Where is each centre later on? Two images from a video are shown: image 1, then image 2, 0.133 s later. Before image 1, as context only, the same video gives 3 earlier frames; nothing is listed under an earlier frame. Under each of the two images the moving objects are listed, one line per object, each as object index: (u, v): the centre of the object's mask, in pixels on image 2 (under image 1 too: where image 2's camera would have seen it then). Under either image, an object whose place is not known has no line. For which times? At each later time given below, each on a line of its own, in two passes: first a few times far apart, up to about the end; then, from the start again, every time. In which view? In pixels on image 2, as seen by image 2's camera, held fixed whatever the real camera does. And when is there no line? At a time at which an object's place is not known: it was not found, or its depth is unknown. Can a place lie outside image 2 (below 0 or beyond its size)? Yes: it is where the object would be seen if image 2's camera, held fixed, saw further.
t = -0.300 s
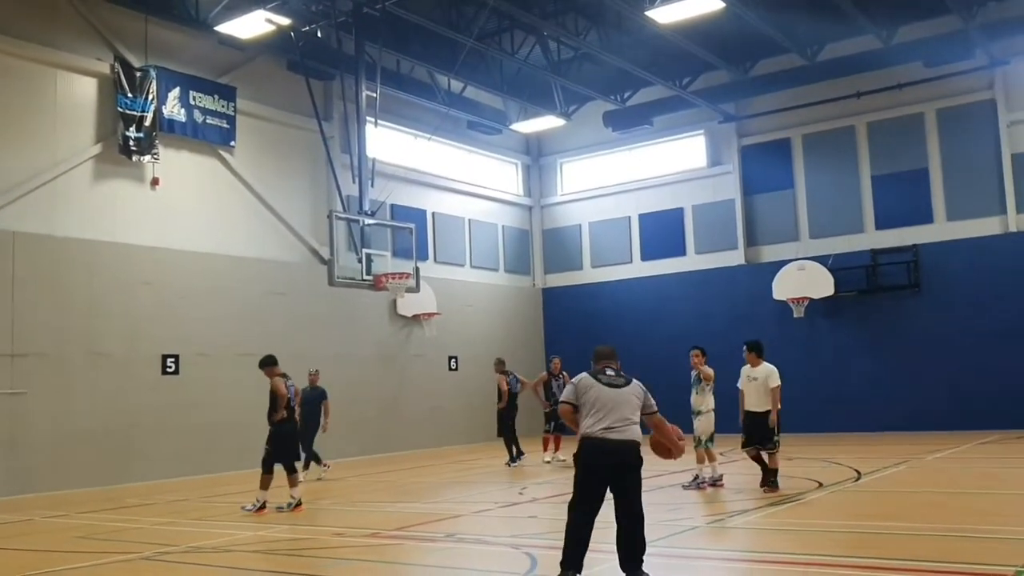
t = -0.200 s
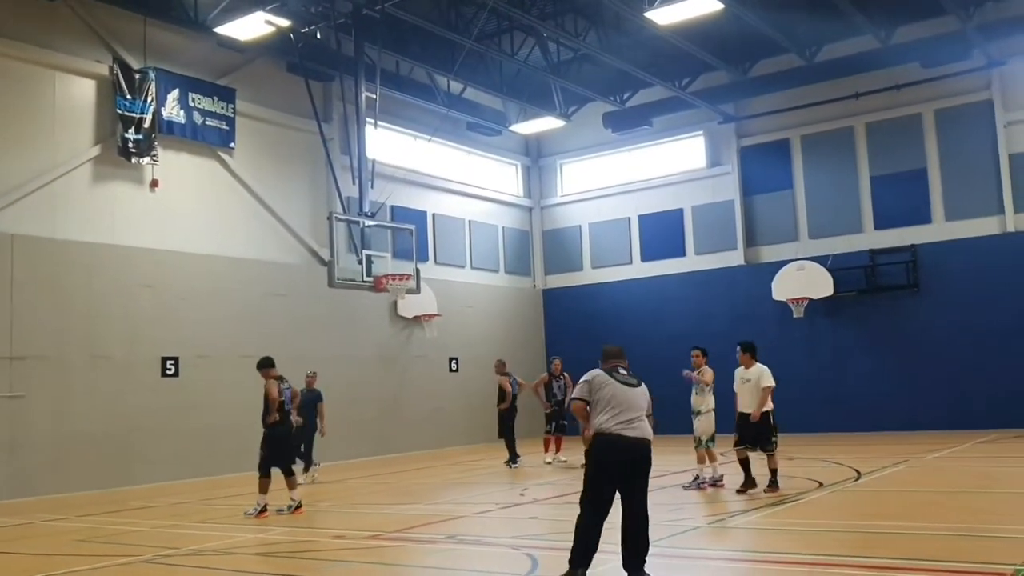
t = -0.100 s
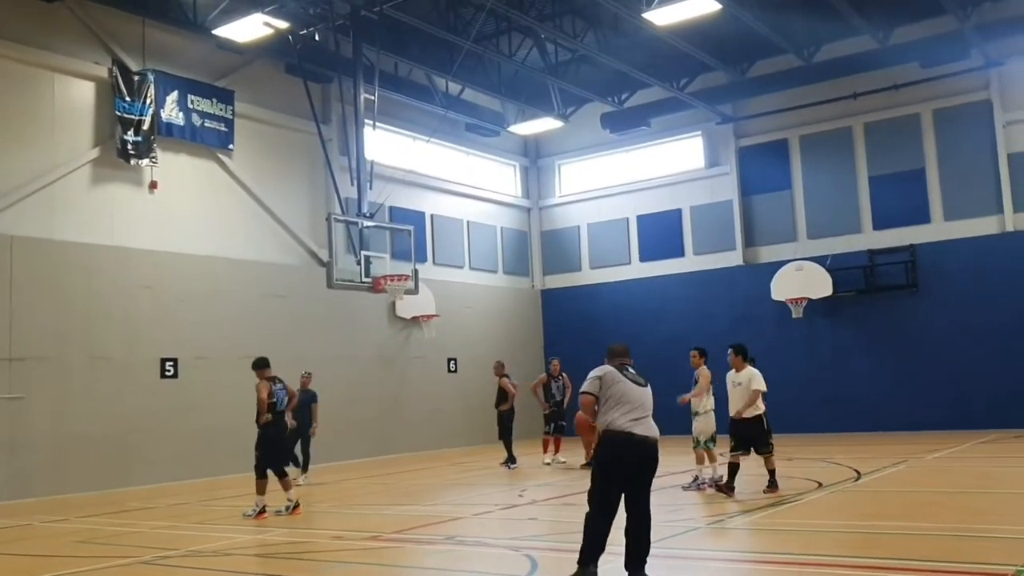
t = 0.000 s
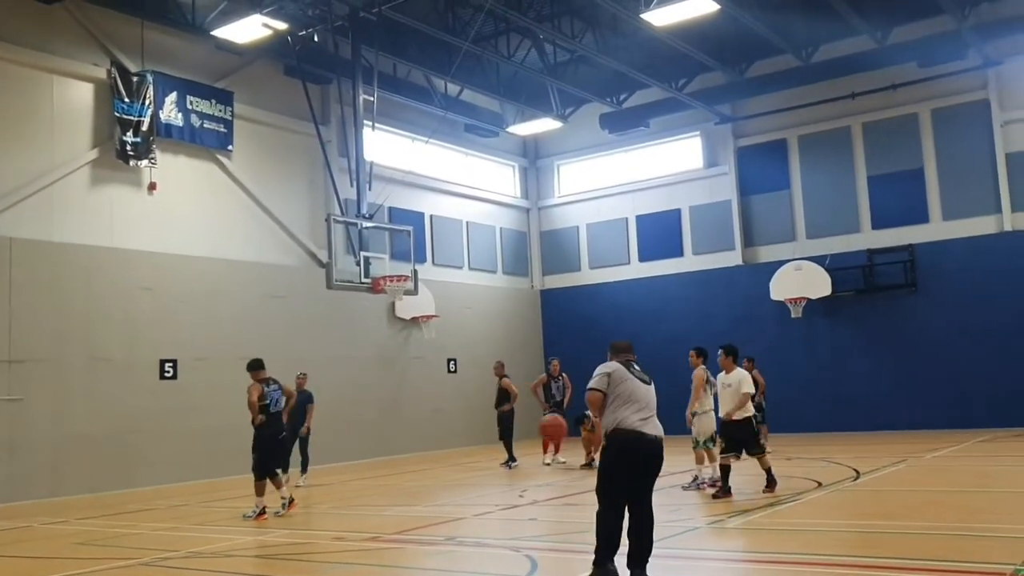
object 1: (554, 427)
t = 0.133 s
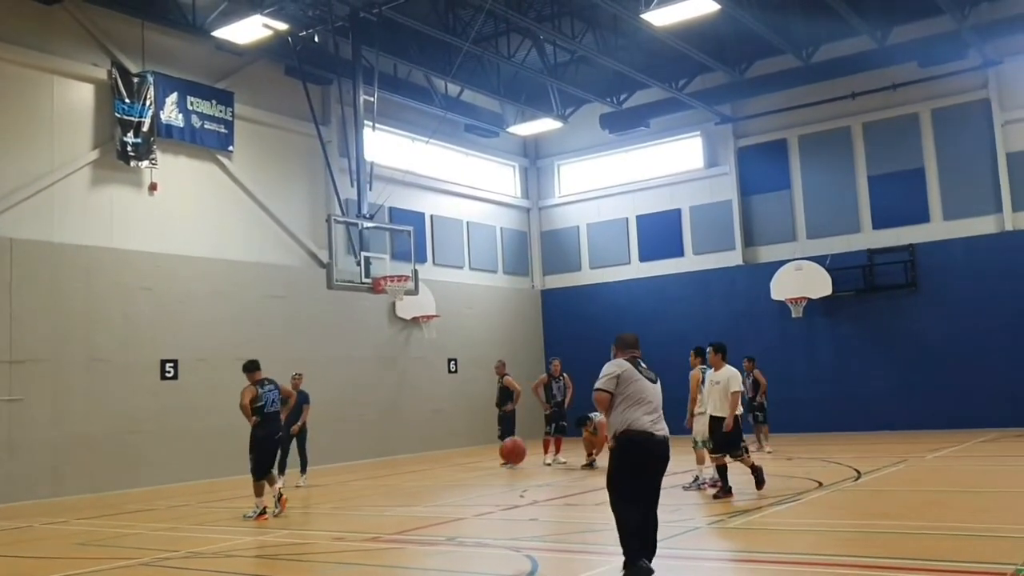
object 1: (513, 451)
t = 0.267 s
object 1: (479, 489)
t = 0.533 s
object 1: (436, 459)
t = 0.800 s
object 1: (405, 449)
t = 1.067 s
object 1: (381, 491)
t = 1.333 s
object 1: (361, 457)
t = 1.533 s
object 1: (349, 469)
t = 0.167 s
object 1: (503, 459)
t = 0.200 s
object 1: (494, 468)
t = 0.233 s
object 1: (485, 478)
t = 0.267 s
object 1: (479, 489)
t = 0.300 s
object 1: (471, 501)
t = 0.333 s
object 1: (465, 514)
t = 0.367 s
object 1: (461, 504)
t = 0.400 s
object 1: (455, 492)
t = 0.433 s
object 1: (449, 481)
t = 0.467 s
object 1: (445, 472)
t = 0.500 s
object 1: (441, 465)
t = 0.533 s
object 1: (436, 459)
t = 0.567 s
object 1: (432, 454)
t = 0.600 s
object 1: (428, 450)
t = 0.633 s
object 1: (424, 447)
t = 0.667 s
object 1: (420, 445)
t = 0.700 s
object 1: (416, 445)
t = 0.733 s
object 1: (412, 445)
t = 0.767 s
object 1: (408, 447)
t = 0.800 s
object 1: (405, 449)
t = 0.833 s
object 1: (402, 452)
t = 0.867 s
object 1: (399, 456)
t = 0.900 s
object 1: (395, 461)
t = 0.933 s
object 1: (392, 468)
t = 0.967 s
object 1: (390, 475)
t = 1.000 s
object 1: (387, 483)
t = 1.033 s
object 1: (384, 491)
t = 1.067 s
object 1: (381, 491)
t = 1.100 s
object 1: (378, 483)
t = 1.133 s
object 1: (375, 477)
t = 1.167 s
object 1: (373, 471)
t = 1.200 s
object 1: (370, 467)
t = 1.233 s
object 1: (367, 463)
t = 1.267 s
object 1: (365, 460)
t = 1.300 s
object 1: (363, 458)
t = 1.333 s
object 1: (361, 457)
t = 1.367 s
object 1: (358, 457)
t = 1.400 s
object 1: (356, 458)
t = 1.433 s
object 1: (354, 460)
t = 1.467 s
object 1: (352, 462)
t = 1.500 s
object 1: (351, 465)
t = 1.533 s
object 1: (349, 469)
